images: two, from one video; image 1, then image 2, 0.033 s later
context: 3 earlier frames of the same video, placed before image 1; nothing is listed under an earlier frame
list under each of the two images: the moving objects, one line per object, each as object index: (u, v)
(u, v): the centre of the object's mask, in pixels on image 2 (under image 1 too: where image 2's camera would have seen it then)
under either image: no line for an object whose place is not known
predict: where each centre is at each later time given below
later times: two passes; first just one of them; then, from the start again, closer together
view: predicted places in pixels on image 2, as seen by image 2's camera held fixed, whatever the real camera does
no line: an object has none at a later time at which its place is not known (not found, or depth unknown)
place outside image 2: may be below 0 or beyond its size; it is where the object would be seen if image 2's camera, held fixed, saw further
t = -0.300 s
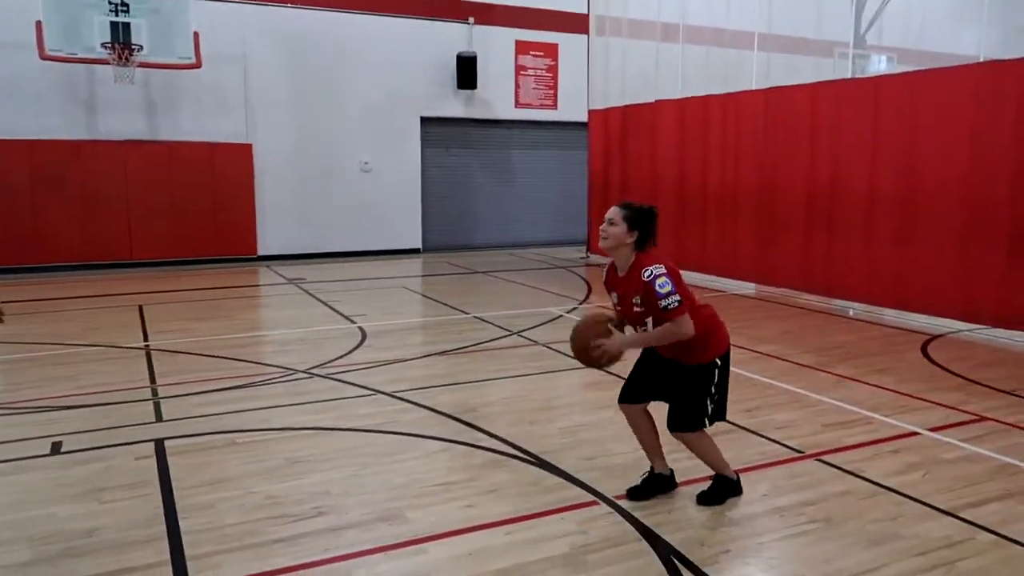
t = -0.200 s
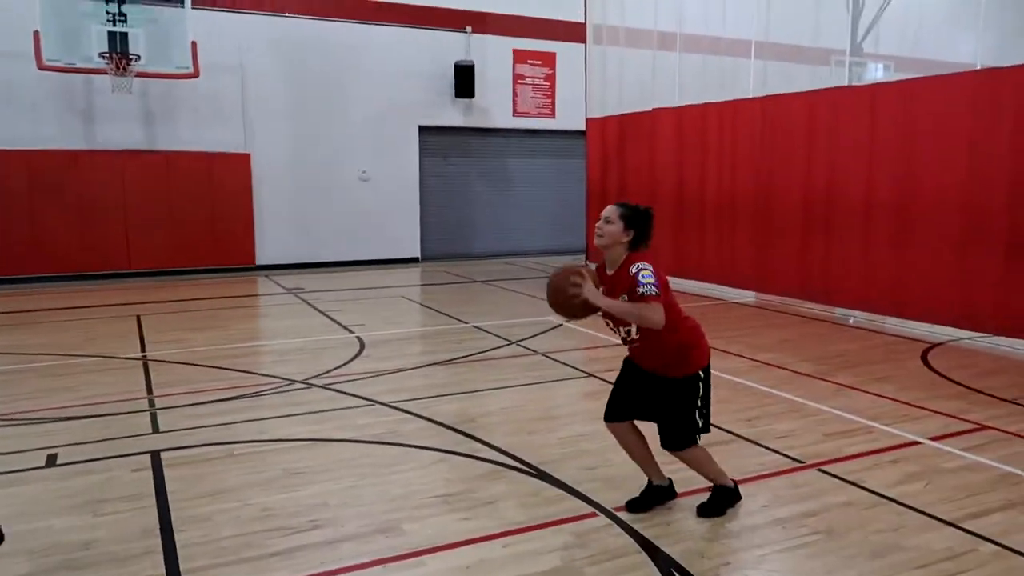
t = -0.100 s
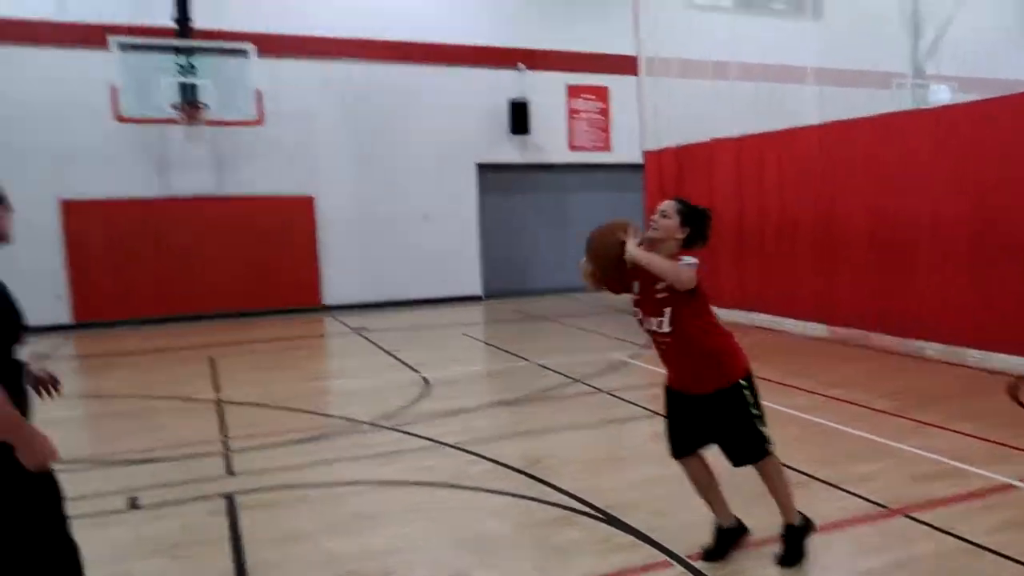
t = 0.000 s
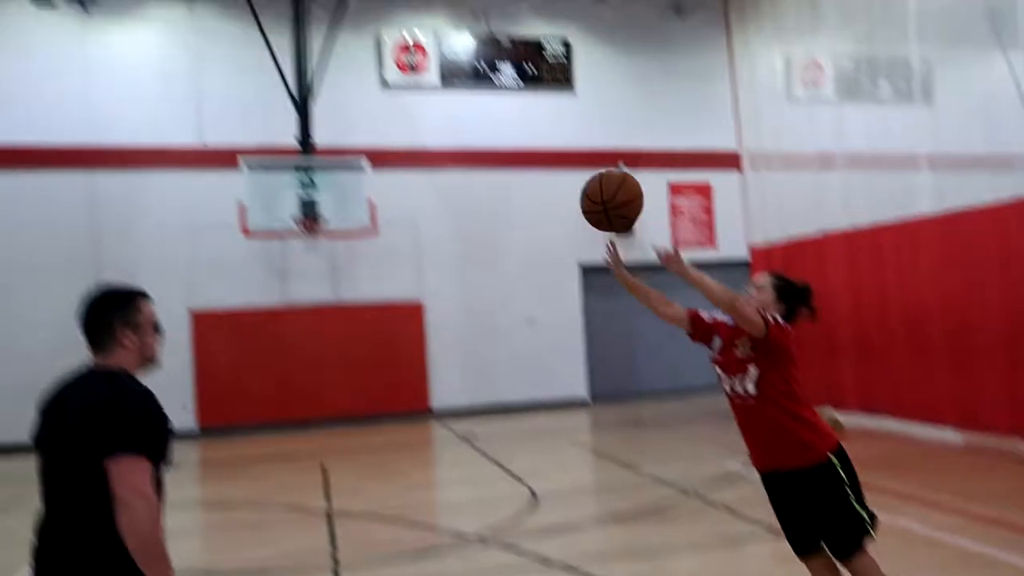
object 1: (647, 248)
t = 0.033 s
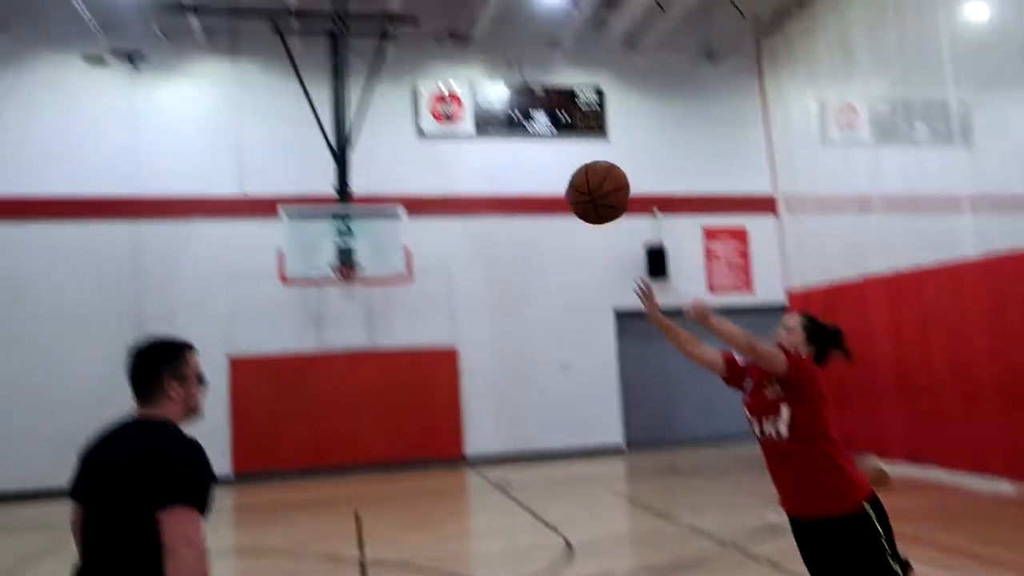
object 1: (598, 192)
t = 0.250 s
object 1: (269, -100)
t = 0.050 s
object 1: (574, 166)
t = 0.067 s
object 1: (550, 141)
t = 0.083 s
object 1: (526, 116)
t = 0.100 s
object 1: (500, 92)
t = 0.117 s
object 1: (476, 69)
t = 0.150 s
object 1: (426, 24)
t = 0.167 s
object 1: (401, 1)
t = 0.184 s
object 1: (374, -20)
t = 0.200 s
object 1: (348, -41)
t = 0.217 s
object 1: (322, -61)
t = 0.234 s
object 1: (296, -81)
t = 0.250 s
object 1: (269, -100)
